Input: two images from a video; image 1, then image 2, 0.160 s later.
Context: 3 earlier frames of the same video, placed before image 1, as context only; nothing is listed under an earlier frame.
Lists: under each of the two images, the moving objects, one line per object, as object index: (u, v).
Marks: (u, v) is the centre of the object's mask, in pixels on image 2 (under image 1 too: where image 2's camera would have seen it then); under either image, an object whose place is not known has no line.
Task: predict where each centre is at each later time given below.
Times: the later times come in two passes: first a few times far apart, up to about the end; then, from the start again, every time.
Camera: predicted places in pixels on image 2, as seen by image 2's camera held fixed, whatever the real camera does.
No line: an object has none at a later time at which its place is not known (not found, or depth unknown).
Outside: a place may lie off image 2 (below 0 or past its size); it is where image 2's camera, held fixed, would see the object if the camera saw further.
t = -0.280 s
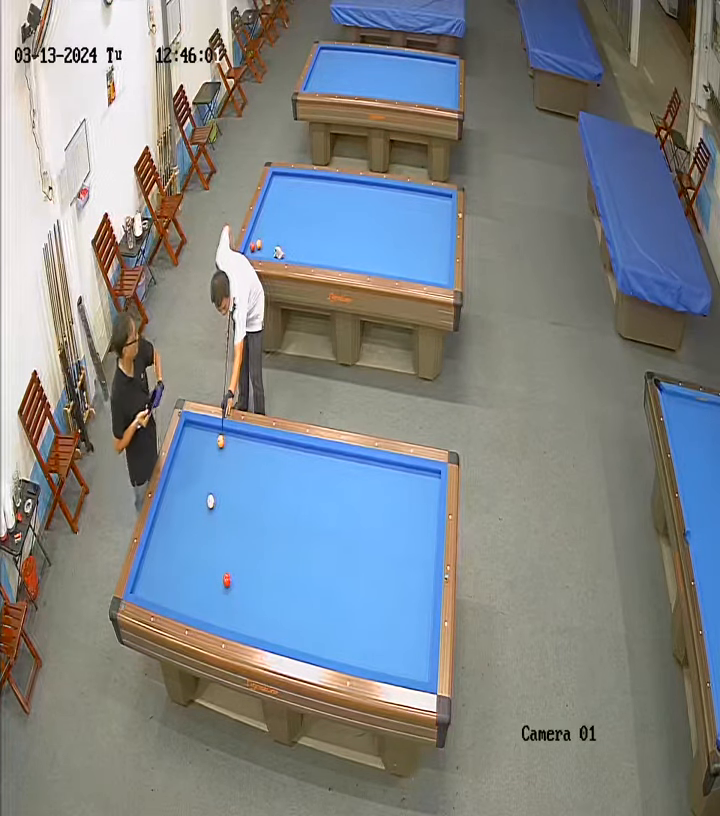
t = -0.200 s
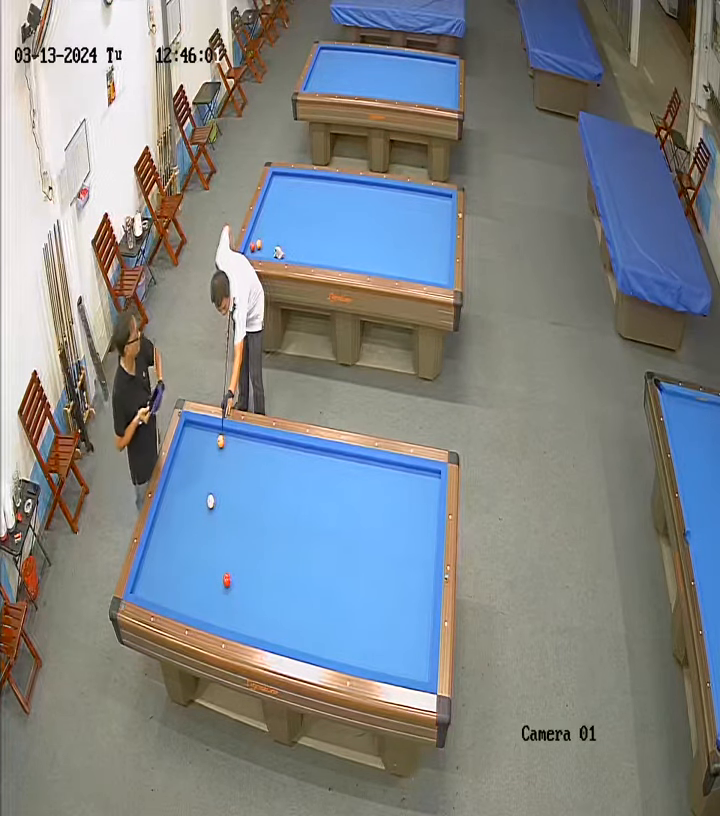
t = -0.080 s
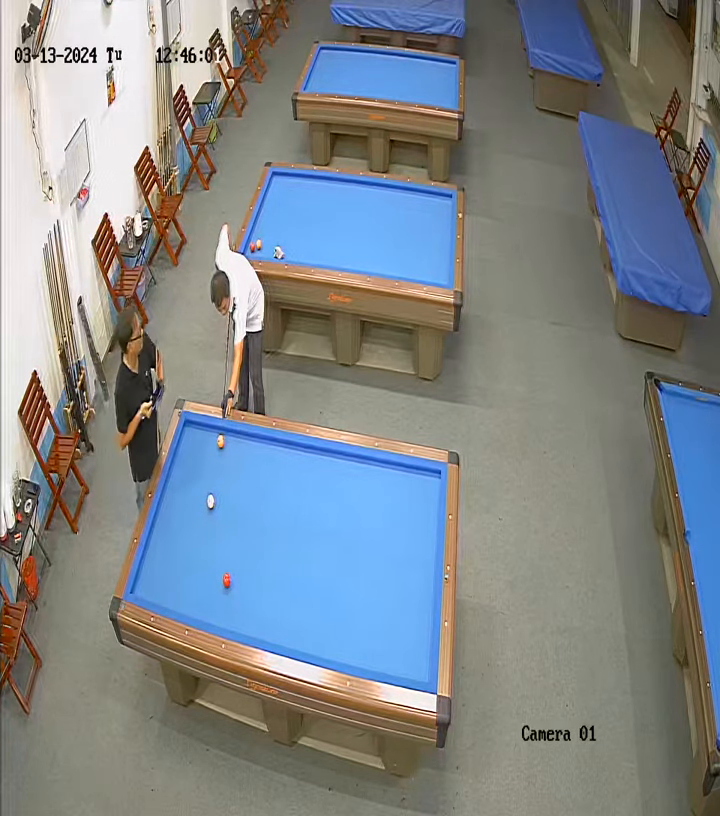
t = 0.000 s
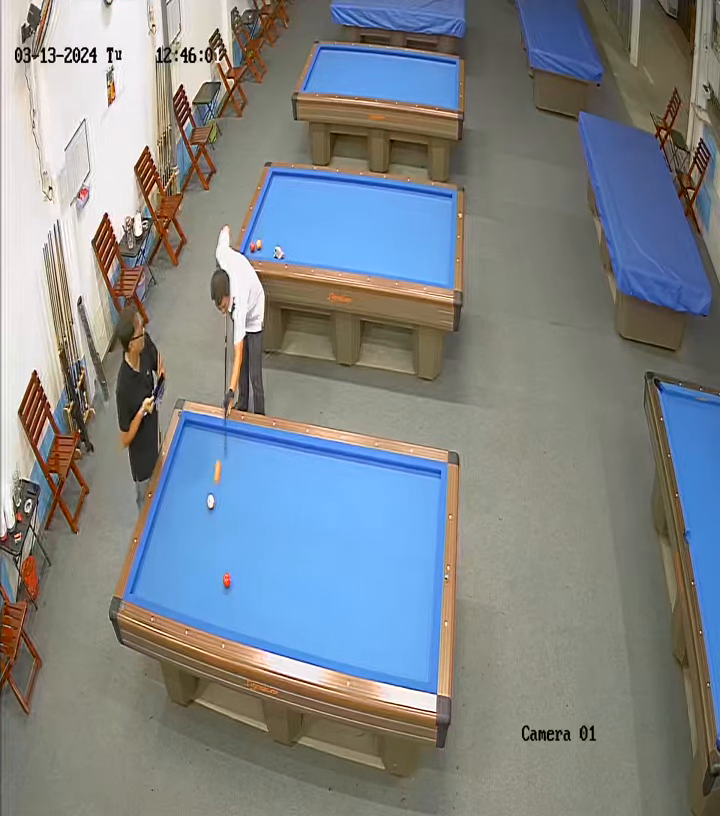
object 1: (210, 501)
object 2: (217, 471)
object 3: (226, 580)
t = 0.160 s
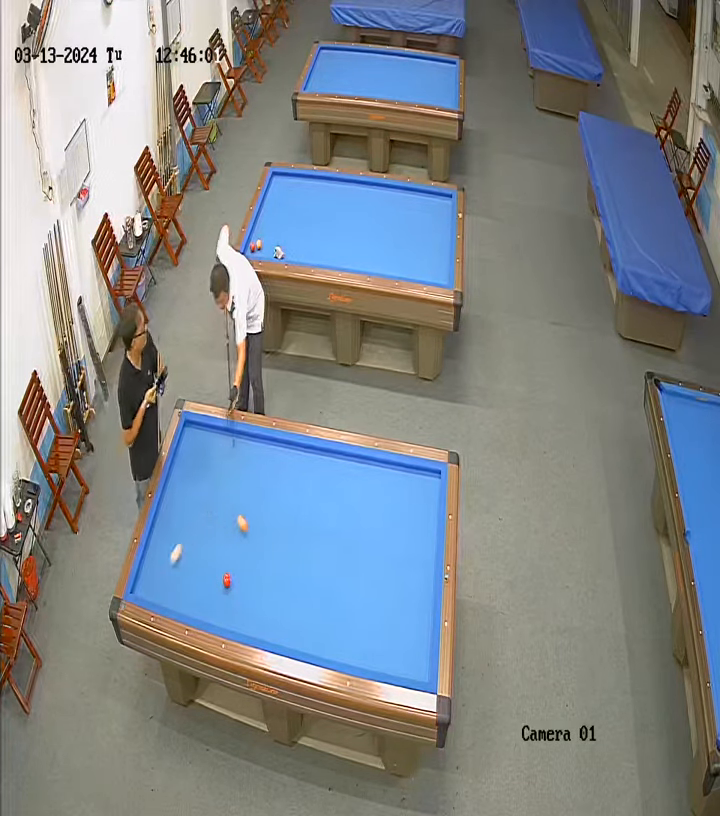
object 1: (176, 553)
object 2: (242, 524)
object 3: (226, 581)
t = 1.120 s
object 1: (215, 434)
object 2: (397, 610)
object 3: (226, 581)
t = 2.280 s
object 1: (267, 577)
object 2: (271, 464)
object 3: (226, 581)
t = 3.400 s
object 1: (334, 612)
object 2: (163, 527)
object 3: (226, 581)
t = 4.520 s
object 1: (394, 566)
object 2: (209, 590)
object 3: (226, 580)
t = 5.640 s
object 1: (431, 528)
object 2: (231, 573)
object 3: (268, 559)
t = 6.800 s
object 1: (412, 499)
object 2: (239, 565)
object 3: (310, 538)
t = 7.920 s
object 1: (399, 480)
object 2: (241, 564)
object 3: (343, 521)
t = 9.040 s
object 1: (390, 468)
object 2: (242, 564)
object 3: (367, 507)
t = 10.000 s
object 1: (387, 466)
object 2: (242, 564)
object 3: (381, 499)
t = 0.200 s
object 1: (165, 570)
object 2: (250, 533)
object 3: (226, 581)
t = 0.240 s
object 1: (154, 587)
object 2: (260, 543)
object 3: (226, 581)
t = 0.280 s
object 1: (148, 591)
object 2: (268, 552)
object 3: (226, 581)
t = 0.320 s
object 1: (148, 577)
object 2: (276, 562)
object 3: (226, 581)
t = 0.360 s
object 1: (149, 564)
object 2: (284, 571)
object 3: (226, 581)
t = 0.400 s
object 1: (149, 551)
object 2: (293, 580)
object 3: (226, 581)
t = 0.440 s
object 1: (150, 539)
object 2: (301, 591)
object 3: (226, 581)
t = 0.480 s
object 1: (154, 530)
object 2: (310, 600)
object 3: (226, 581)
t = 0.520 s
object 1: (159, 522)
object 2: (319, 609)
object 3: (226, 581)
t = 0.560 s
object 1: (164, 514)
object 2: (328, 619)
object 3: (226, 581)
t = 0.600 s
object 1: (168, 507)
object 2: (337, 629)
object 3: (226, 581)
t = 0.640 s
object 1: (172, 500)
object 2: (346, 639)
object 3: (226, 581)
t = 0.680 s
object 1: (176, 493)
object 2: (356, 650)
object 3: (226, 581)
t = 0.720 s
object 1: (180, 486)
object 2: (365, 660)
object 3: (226, 581)
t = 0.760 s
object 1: (184, 480)
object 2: (376, 664)
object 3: (226, 581)
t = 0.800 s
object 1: (188, 473)
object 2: (387, 661)
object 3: (226, 581)
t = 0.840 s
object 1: (192, 467)
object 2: (399, 657)
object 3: (226, 581)
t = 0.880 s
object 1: (195, 460)
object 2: (411, 654)
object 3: (226, 581)
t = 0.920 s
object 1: (199, 454)
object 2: (421, 652)
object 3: (226, 581)
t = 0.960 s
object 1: (203, 448)
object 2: (427, 647)
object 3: (226, 581)
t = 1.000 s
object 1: (206, 442)
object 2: (419, 637)
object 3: (226, 581)
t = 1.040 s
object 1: (210, 435)
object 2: (411, 628)
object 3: (226, 580)
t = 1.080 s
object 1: (213, 430)
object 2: (403, 619)
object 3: (226, 581)
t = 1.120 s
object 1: (215, 434)
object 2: (397, 610)
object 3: (226, 581)
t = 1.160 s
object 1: (216, 439)
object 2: (390, 601)
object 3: (226, 581)
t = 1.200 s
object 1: (217, 445)
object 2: (384, 592)
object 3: (226, 581)
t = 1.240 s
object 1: (218, 451)
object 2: (378, 584)
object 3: (226, 581)
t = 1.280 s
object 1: (220, 456)
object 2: (373, 575)
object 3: (226, 581)
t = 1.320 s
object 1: (221, 460)
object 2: (369, 567)
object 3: (226, 581)
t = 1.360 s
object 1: (223, 465)
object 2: (364, 560)
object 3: (226, 581)
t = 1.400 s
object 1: (225, 469)
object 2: (360, 552)
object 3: (226, 581)
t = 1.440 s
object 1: (227, 474)
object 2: (356, 545)
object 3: (226, 581)
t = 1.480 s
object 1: (228, 478)
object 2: (352, 538)
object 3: (226, 581)
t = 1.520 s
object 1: (230, 483)
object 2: (348, 530)
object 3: (226, 581)
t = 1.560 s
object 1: (232, 487)
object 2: (344, 523)
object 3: (226, 581)
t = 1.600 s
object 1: (234, 492)
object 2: (340, 516)
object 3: (226, 581)
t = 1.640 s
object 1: (235, 497)
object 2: (337, 509)
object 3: (226, 581)
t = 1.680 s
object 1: (237, 501)
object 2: (332, 502)
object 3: (226, 581)
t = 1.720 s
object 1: (239, 506)
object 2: (329, 496)
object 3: (226, 581)
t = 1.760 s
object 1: (241, 511)
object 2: (325, 489)
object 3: (226, 581)
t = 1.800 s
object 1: (243, 515)
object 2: (322, 483)
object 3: (226, 581)
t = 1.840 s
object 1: (245, 520)
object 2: (318, 477)
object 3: (226, 581)
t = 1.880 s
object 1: (246, 525)
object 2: (315, 470)
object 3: (226, 581)
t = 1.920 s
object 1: (248, 530)
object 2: (311, 464)
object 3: (226, 581)
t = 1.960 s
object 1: (250, 535)
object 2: (308, 457)
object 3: (226, 581)
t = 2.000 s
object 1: (252, 540)
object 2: (304, 451)
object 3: (226, 581)
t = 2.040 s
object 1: (254, 545)
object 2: (301, 449)
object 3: (226, 581)
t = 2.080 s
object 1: (256, 550)
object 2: (295, 452)
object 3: (226, 581)
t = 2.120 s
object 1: (258, 556)
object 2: (291, 455)
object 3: (226, 581)
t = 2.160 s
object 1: (260, 561)
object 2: (286, 457)
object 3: (226, 581)
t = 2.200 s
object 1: (262, 567)
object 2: (281, 459)
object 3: (226, 581)
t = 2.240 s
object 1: (264, 572)
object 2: (276, 461)
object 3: (226, 581)
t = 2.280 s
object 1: (267, 577)
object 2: (271, 464)
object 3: (226, 581)
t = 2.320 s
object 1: (269, 582)
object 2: (266, 466)
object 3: (226, 581)
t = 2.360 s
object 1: (271, 588)
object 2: (262, 467)
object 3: (226, 581)
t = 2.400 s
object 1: (273, 593)
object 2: (257, 469)
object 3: (226, 581)
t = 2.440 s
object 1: (275, 599)
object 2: (252, 472)
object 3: (226, 581)
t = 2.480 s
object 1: (277, 604)
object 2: (247, 474)
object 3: (226, 581)
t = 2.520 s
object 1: (280, 610)
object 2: (242, 476)
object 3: (226, 581)
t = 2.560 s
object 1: (282, 616)
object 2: (238, 477)
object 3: (226, 581)
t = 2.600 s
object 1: (284, 621)
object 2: (233, 479)
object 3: (226, 581)
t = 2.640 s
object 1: (287, 627)
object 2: (228, 481)
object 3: (226, 581)
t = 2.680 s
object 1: (289, 633)
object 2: (224, 483)
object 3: (226, 581)
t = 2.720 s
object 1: (291, 638)
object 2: (219, 485)
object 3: (226, 581)
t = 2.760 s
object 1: (294, 643)
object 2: (214, 487)
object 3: (226, 581)
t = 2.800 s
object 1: (297, 641)
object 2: (210, 489)
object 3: (226, 581)
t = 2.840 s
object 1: (299, 639)
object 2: (205, 491)
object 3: (226, 581)
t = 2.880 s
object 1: (302, 636)
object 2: (200, 493)
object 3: (226, 581)
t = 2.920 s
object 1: (304, 634)
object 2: (196, 495)
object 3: (226, 581)
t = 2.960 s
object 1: (307, 633)
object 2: (191, 497)
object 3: (226, 581)
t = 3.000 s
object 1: (310, 631)
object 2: (187, 499)
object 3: (226, 581)
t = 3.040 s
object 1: (312, 629)
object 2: (182, 501)
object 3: (226, 581)
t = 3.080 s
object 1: (315, 627)
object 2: (177, 503)
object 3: (226, 581)
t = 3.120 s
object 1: (317, 625)
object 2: (173, 505)
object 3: (226, 581)
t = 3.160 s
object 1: (319, 623)
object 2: (168, 507)
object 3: (226, 581)
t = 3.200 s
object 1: (322, 621)
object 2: (164, 508)
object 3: (226, 581)
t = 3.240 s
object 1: (324, 620)
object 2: (160, 510)
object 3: (226, 581)
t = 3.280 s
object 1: (327, 618)
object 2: (159, 514)
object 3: (226, 581)
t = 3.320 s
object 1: (329, 616)
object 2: (161, 518)
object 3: (226, 581)
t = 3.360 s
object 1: (332, 614)
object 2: (162, 523)
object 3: (226, 581)
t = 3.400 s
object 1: (334, 612)
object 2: (163, 527)
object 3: (226, 581)
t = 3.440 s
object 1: (336, 611)
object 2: (164, 532)
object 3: (226, 581)
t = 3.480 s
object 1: (339, 609)
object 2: (165, 536)
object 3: (226, 581)
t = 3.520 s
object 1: (341, 607)
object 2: (166, 541)
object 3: (226, 581)
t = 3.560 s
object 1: (343, 605)
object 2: (167, 546)
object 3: (226, 581)
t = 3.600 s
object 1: (346, 604)
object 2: (168, 550)
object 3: (226, 581)
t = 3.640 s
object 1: (348, 602)
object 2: (169, 554)
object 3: (226, 581)
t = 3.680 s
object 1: (350, 600)
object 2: (169, 559)
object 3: (226, 581)
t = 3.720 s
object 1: (352, 598)
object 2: (170, 564)
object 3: (226, 581)
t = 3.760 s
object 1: (354, 597)
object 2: (171, 568)
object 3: (226, 581)
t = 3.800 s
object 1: (357, 595)
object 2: (172, 573)
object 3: (226, 581)
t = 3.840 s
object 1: (359, 593)
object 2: (173, 577)
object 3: (226, 581)
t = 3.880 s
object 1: (361, 592)
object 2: (174, 582)
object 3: (226, 581)
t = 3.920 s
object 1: (363, 590)
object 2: (175, 587)
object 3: (226, 581)
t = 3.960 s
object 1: (366, 588)
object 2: (176, 592)
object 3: (226, 581)
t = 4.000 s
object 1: (368, 587)
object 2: (177, 596)
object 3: (226, 581)
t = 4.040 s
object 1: (370, 585)
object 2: (178, 601)
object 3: (226, 581)
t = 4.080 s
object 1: (372, 583)
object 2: (180, 605)
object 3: (226, 581)
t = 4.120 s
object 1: (374, 582)
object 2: (182, 607)
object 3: (226, 581)
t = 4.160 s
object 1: (376, 580)
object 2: (184, 605)
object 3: (226, 581)
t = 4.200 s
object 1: (378, 579)
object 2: (187, 603)
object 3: (226, 581)
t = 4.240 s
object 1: (380, 577)
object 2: (190, 602)
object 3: (226, 581)
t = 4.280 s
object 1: (382, 575)
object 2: (193, 600)
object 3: (226, 581)
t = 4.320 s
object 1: (384, 574)
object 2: (195, 598)
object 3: (226, 581)
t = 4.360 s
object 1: (386, 572)
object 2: (198, 597)
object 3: (227, 580)
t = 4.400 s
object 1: (388, 571)
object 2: (201, 595)
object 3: (226, 580)
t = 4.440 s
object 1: (390, 569)
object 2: (203, 594)
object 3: (226, 580)
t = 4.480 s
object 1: (392, 568)
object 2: (206, 592)
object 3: (227, 581)
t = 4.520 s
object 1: (394, 566)
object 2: (209, 590)
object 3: (226, 580)
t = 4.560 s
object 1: (396, 565)
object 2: (212, 588)
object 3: (226, 580)
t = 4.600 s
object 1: (397, 563)
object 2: (214, 587)
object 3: (226, 580)
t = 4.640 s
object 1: (399, 561)
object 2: (217, 585)
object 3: (227, 580)
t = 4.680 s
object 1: (401, 560)
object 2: (219, 584)
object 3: (227, 580)
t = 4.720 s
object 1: (403, 558)
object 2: (219, 584)
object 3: (229, 579)
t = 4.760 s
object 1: (405, 557)
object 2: (220, 583)
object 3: (231, 578)
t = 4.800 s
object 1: (407, 556)
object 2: (220, 583)
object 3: (233, 577)
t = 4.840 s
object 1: (409, 554)
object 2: (221, 582)
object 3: (235, 577)
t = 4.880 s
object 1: (410, 553)
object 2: (221, 582)
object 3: (236, 575)
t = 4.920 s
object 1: (412, 551)
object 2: (222, 581)
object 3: (238, 574)
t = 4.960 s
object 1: (414, 550)
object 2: (222, 581)
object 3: (240, 573)
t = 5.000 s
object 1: (415, 548)
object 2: (223, 580)
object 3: (241, 573)
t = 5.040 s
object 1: (417, 547)
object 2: (224, 580)
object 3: (243, 572)
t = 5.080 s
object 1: (419, 546)
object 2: (224, 579)
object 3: (245, 571)
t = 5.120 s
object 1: (421, 544)
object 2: (225, 578)
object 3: (247, 570)
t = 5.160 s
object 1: (422, 543)
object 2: (225, 578)
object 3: (249, 569)
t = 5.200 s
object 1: (424, 542)
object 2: (226, 578)
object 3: (250, 569)
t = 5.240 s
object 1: (426, 540)
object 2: (226, 577)
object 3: (252, 567)
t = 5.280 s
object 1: (427, 539)
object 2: (226, 577)
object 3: (253, 567)
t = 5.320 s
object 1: (429, 538)
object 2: (227, 576)
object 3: (255, 566)
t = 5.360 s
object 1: (430, 536)
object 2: (228, 576)
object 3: (257, 565)
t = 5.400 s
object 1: (432, 535)
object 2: (228, 575)
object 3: (258, 564)
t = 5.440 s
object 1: (434, 534)
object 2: (229, 575)
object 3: (260, 563)
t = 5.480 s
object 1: (434, 532)
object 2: (229, 574)
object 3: (262, 562)
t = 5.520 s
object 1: (433, 531)
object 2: (229, 574)
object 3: (263, 562)
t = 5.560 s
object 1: (432, 530)
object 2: (230, 574)
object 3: (265, 561)
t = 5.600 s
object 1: (431, 529)
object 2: (231, 573)
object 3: (266, 560)
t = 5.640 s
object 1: (431, 528)
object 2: (231, 573)
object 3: (268, 559)
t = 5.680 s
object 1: (430, 527)
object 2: (231, 573)
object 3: (270, 559)
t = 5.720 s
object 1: (429, 525)
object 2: (232, 572)
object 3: (271, 558)
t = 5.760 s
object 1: (429, 524)
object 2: (232, 572)
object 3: (273, 557)
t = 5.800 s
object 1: (428, 523)
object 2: (233, 571)
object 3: (274, 556)
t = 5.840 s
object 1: (427, 522)
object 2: (233, 571)
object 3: (276, 556)
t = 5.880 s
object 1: (426, 521)
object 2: (233, 571)
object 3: (277, 555)
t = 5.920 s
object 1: (426, 520)
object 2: (234, 571)
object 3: (279, 554)
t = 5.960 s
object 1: (425, 519)
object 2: (234, 570)
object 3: (280, 553)
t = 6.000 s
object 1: (424, 518)
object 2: (234, 570)
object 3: (282, 552)
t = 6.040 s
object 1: (424, 516)
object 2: (235, 570)
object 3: (283, 551)
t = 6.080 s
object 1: (423, 516)
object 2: (235, 570)
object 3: (284, 551)
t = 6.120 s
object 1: (422, 515)
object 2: (235, 569)
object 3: (286, 550)
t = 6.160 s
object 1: (422, 513)
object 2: (235, 569)
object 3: (287, 550)
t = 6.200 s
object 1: (421, 512)
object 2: (236, 569)
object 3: (289, 549)
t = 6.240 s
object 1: (421, 511)
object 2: (236, 568)
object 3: (290, 548)
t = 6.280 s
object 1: (420, 510)
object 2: (236, 568)
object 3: (292, 547)
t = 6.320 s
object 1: (419, 509)
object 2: (237, 568)
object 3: (293, 546)
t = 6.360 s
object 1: (419, 509)
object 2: (237, 568)
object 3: (295, 545)
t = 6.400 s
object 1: (418, 507)
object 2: (237, 567)
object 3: (296, 545)
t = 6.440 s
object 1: (417, 507)
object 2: (237, 567)
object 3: (297, 544)
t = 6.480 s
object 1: (417, 506)
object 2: (238, 567)
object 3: (299, 544)
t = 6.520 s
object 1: (416, 505)
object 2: (238, 567)
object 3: (300, 543)
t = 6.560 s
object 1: (415, 504)
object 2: (238, 566)
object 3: (301, 542)
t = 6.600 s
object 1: (415, 503)
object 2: (238, 566)
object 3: (303, 541)
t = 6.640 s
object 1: (414, 502)
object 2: (238, 566)
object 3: (304, 541)
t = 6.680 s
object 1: (414, 501)
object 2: (239, 566)
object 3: (306, 540)
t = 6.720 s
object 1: (413, 501)
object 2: (239, 565)
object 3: (307, 539)
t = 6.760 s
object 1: (413, 500)
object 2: (239, 565)
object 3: (308, 539)
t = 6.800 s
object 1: (412, 499)
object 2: (239, 565)
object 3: (310, 538)
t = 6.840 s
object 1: (411, 498)
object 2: (240, 565)
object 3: (311, 537)
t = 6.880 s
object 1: (411, 497)
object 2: (239, 565)
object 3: (312, 537)
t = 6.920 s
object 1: (410, 496)
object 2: (240, 565)
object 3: (313, 536)
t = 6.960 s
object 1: (410, 496)
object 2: (240, 565)
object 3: (315, 535)
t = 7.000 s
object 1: (409, 495)
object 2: (240, 565)
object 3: (316, 534)
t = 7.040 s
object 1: (409, 494)
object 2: (240, 565)
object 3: (317, 534)
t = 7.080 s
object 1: (408, 494)
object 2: (240, 565)
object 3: (319, 534)
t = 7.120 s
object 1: (408, 493)
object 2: (240, 565)
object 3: (320, 533)
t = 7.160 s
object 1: (407, 492)
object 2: (241, 564)
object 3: (321, 532)
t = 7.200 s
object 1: (407, 491)
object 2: (241, 564)
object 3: (322, 531)
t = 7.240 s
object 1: (406, 491)
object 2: (241, 564)
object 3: (323, 531)
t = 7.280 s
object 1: (406, 490)
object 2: (241, 564)
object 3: (324, 530)
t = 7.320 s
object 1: (405, 489)
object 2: (241, 564)
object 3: (326, 529)
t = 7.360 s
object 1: (405, 488)
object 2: (241, 564)
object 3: (327, 529)
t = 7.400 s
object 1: (404, 488)
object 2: (241, 564)
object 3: (328, 528)
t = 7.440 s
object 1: (404, 487)
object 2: (241, 564)
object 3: (329, 528)
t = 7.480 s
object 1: (403, 487)
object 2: (241, 564)
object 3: (331, 527)
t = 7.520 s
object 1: (403, 486)
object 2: (241, 564)
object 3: (332, 526)
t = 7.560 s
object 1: (403, 486)
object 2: (241, 564)
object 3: (333, 526)
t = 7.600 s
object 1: (402, 485)
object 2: (241, 564)
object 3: (334, 526)
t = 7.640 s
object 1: (402, 484)
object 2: (241, 564)
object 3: (335, 525)
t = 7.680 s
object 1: (401, 483)
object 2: (241, 564)
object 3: (336, 524)
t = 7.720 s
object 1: (401, 483)
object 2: (241, 564)
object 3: (337, 524)
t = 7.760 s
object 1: (400, 482)
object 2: (241, 564)
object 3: (338, 523)
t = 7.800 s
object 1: (400, 482)
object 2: (241, 564)
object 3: (339, 522)
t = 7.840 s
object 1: (400, 481)
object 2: (241, 564)
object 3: (340, 522)
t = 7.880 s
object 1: (400, 481)
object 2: (241, 564)
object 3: (341, 522)
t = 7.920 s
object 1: (399, 480)
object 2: (241, 564)
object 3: (343, 521)
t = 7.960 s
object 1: (399, 480)
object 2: (241, 564)
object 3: (344, 520)
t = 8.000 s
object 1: (398, 479)
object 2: (241, 564)
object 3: (344, 520)
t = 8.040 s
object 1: (398, 479)
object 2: (241, 564)
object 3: (345, 519)
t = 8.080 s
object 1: (398, 478)
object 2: (241, 564)
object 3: (346, 519)
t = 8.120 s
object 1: (397, 478)
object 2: (241, 564)
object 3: (347, 518)
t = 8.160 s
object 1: (397, 477)
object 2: (241, 564)
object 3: (348, 518)
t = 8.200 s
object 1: (397, 477)
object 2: (242, 564)
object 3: (349, 517)
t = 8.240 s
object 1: (396, 476)
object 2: (242, 564)
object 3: (350, 517)
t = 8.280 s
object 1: (396, 476)
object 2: (242, 564)
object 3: (351, 516)
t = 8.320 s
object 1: (396, 475)
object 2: (241, 564)
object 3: (352, 515)
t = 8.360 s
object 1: (395, 475)
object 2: (241, 564)
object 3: (353, 515)
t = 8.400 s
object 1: (395, 474)
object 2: (241, 564)
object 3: (354, 514)
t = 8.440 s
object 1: (395, 474)
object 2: (241, 564)
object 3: (355, 514)
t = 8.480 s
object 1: (394, 473)
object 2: (241, 564)
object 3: (355, 513)
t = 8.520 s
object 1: (394, 473)
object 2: (241, 564)
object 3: (357, 513)
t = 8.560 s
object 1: (394, 472)
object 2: (242, 564)
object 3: (357, 513)
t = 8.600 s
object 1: (393, 472)
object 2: (242, 564)
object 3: (358, 512)
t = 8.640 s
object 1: (393, 472)
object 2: (242, 564)
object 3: (359, 512)
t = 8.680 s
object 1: (393, 471)
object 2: (242, 564)
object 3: (360, 511)
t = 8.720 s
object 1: (392, 471)
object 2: (242, 564)
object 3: (361, 511)
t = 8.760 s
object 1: (392, 470)
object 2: (242, 564)
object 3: (361, 510)
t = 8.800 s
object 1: (392, 470)
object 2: (242, 564)
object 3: (362, 510)
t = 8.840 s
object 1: (391, 470)
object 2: (242, 564)
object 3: (363, 509)
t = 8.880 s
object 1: (391, 470)
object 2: (242, 564)
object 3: (364, 509)
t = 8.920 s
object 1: (391, 469)
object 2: (242, 564)
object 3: (364, 509)
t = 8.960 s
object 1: (391, 469)
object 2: (242, 564)
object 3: (365, 508)
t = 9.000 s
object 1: (390, 469)
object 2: (242, 564)
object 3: (366, 508)
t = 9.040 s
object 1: (390, 468)
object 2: (242, 564)
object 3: (367, 507)
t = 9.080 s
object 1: (390, 468)
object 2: (242, 564)
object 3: (367, 507)
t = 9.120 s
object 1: (390, 468)
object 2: (242, 564)
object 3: (368, 506)
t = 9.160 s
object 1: (389, 468)
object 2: (242, 564)
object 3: (369, 506)
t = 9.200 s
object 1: (389, 467)
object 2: (242, 564)
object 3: (369, 506)
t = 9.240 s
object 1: (389, 467)
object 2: (242, 564)
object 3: (370, 505)
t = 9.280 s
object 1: (389, 467)
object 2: (242, 564)
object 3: (371, 505)
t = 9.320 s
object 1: (389, 466)
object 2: (242, 564)
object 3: (371, 505)
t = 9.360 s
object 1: (388, 466)
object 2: (242, 564)
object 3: (372, 504)
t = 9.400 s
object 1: (388, 466)
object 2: (242, 564)
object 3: (373, 504)
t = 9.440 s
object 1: (388, 465)
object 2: (242, 564)
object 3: (373, 503)
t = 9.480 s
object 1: (388, 465)
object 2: (242, 564)
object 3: (374, 503)
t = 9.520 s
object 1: (388, 466)
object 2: (242, 564)
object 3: (374, 503)
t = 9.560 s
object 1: (388, 466)
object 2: (242, 564)
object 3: (376, 502)
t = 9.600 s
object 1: (388, 466)
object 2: (242, 564)
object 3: (376, 502)
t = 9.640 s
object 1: (388, 466)
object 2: (242, 564)
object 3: (377, 501)
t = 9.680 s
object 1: (387, 466)
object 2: (242, 564)
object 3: (377, 501)
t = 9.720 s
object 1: (387, 466)
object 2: (242, 564)
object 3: (377, 501)
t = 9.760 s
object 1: (387, 466)
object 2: (242, 564)
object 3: (378, 501)
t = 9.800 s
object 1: (387, 466)
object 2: (242, 564)
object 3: (379, 500)
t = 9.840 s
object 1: (387, 466)
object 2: (242, 564)
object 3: (379, 500)
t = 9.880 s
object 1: (387, 466)
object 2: (242, 564)
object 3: (380, 500)
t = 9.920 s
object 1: (387, 466)
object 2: (242, 564)
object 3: (380, 500)
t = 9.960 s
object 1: (387, 466)
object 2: (242, 564)
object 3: (381, 500)
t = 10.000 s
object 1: (387, 466)
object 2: (242, 564)
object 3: (381, 499)
